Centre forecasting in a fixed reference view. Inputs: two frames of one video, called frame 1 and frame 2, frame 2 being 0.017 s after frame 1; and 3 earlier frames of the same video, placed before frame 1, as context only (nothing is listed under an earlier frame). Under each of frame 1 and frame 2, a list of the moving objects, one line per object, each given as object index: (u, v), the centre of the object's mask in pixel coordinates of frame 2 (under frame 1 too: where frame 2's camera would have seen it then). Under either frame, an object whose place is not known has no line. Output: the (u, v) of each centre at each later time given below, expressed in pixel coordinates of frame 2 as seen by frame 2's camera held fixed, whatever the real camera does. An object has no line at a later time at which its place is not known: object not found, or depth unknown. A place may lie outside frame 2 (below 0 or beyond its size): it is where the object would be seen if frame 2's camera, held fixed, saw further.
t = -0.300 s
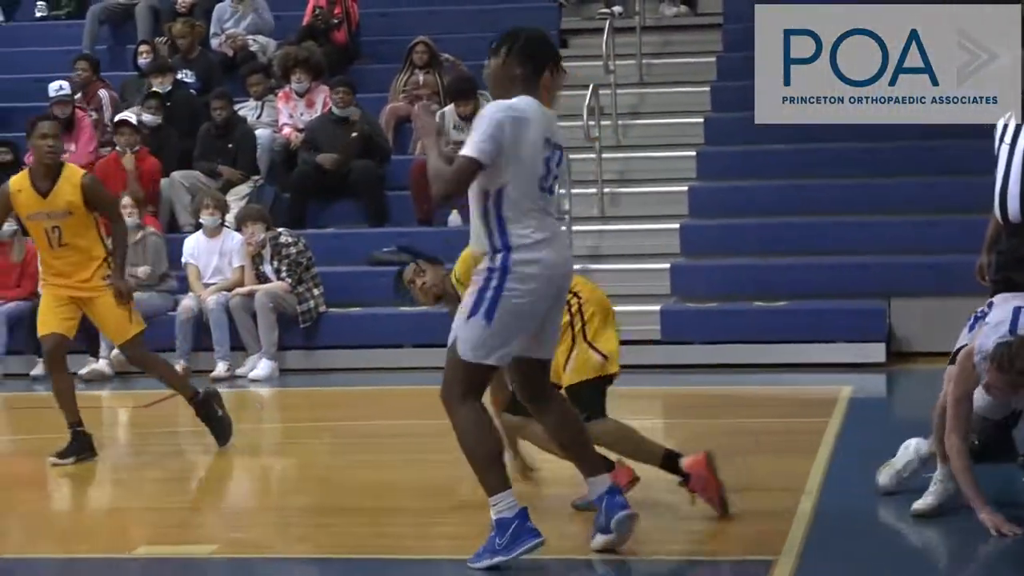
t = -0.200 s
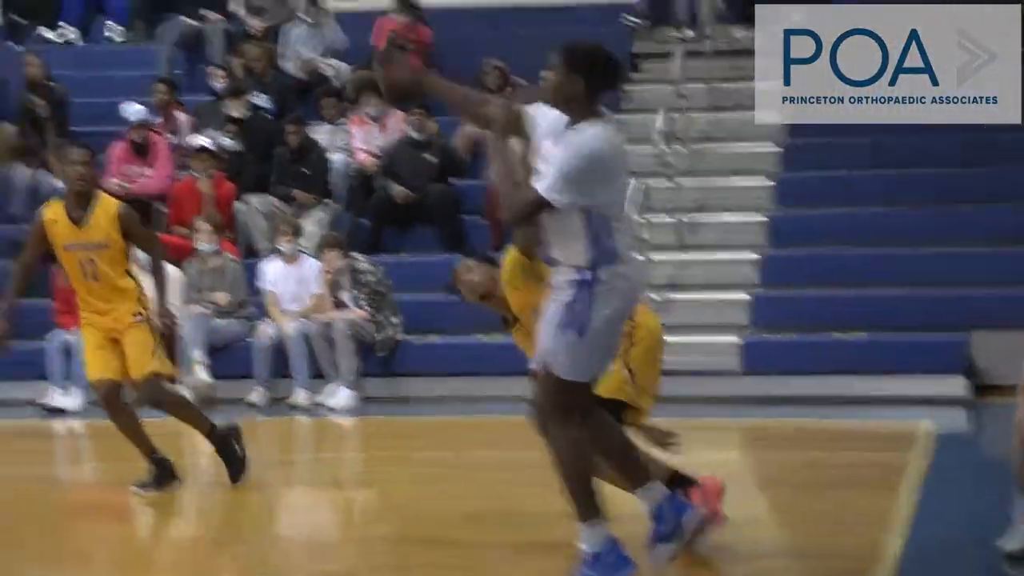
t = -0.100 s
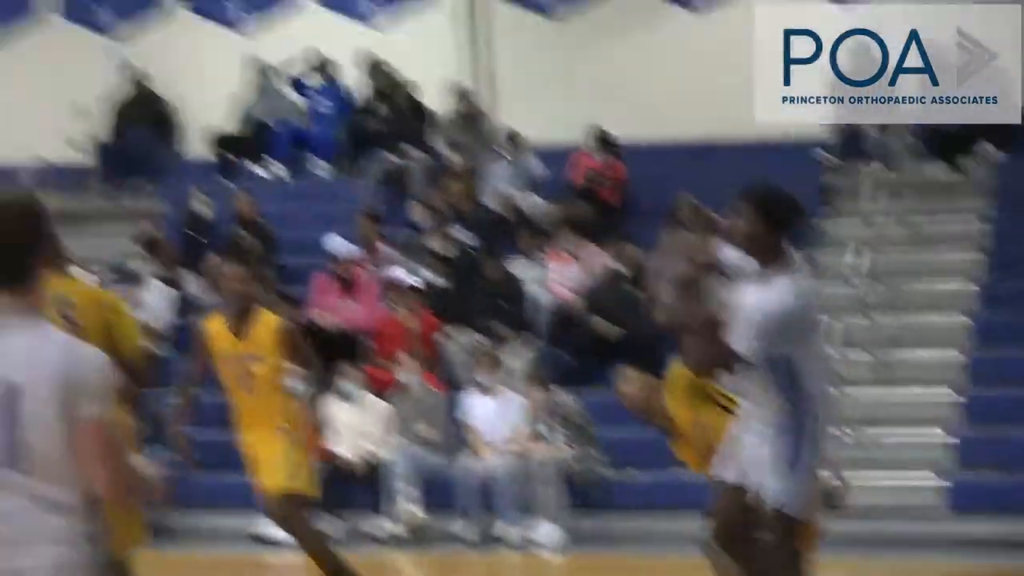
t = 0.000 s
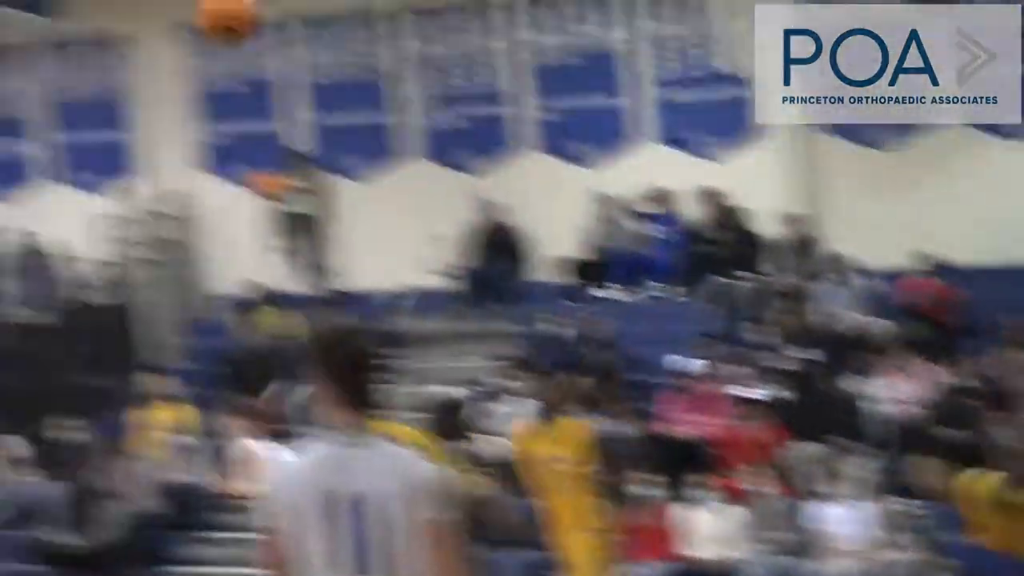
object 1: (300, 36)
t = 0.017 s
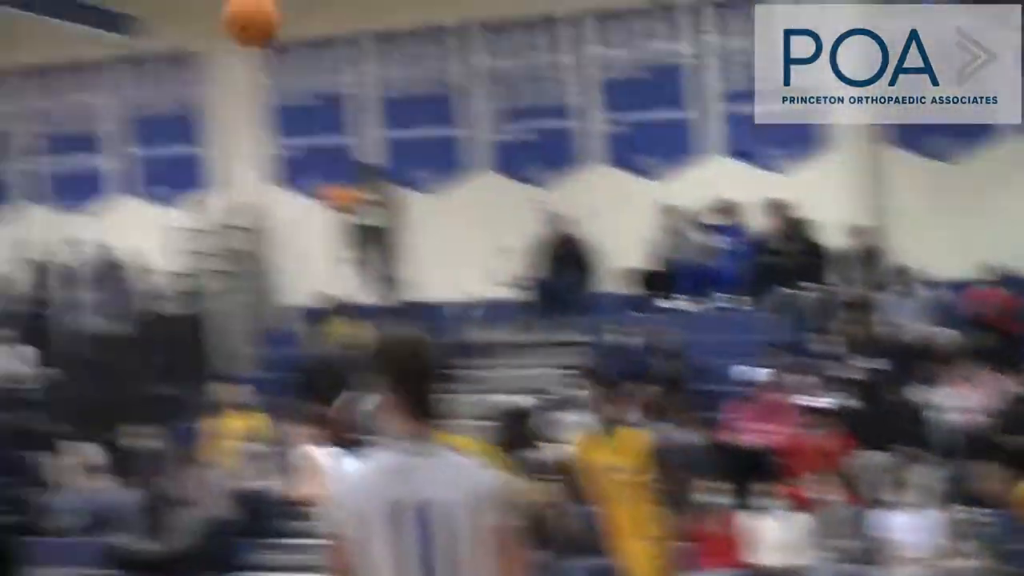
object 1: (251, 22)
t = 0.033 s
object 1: (204, 9)
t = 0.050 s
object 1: (158, -1)
